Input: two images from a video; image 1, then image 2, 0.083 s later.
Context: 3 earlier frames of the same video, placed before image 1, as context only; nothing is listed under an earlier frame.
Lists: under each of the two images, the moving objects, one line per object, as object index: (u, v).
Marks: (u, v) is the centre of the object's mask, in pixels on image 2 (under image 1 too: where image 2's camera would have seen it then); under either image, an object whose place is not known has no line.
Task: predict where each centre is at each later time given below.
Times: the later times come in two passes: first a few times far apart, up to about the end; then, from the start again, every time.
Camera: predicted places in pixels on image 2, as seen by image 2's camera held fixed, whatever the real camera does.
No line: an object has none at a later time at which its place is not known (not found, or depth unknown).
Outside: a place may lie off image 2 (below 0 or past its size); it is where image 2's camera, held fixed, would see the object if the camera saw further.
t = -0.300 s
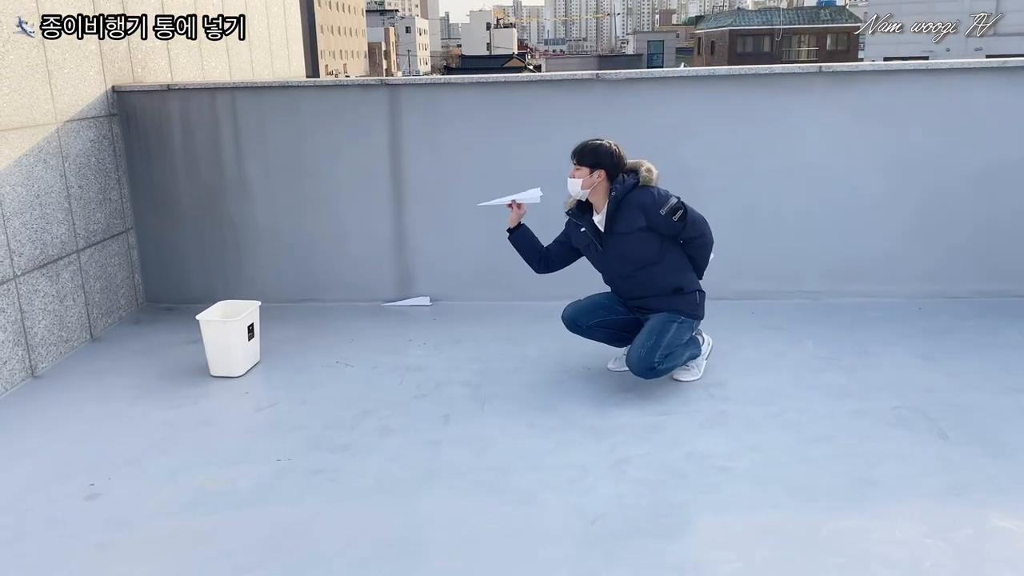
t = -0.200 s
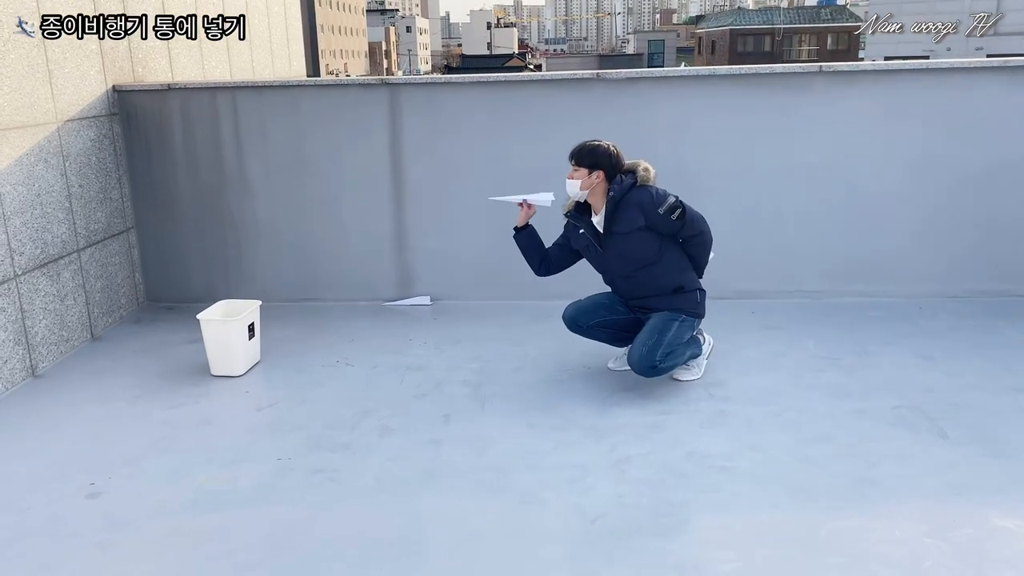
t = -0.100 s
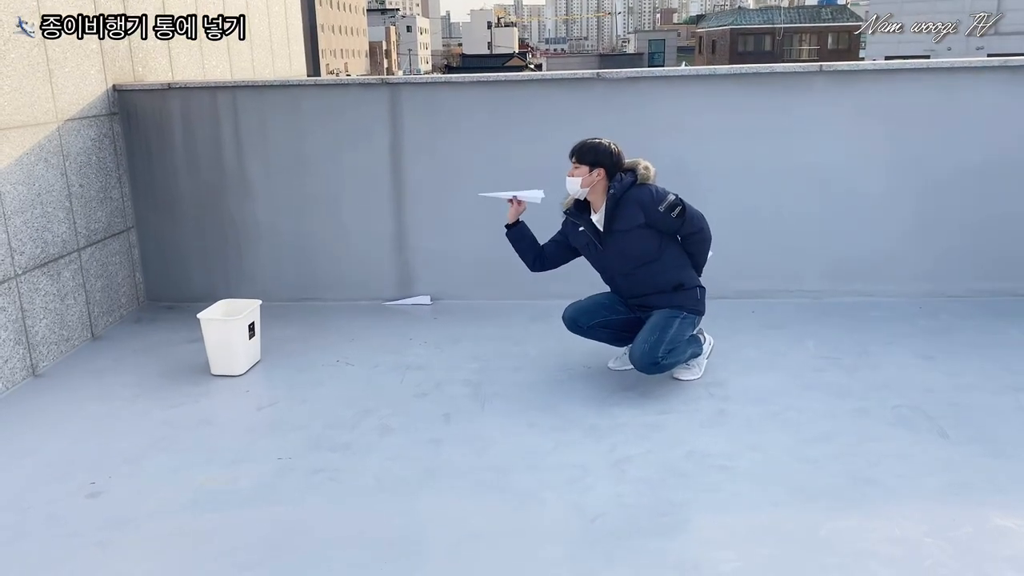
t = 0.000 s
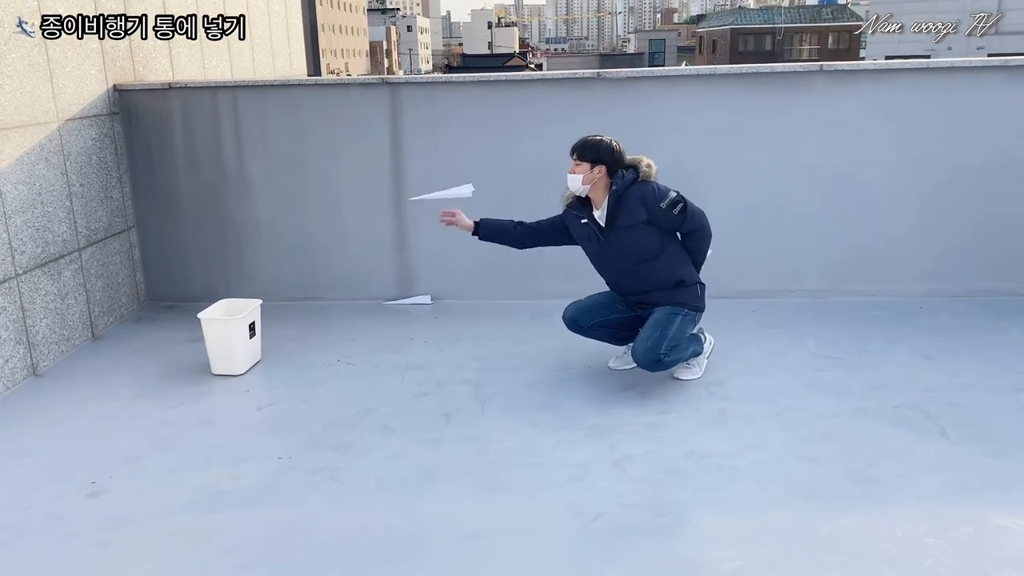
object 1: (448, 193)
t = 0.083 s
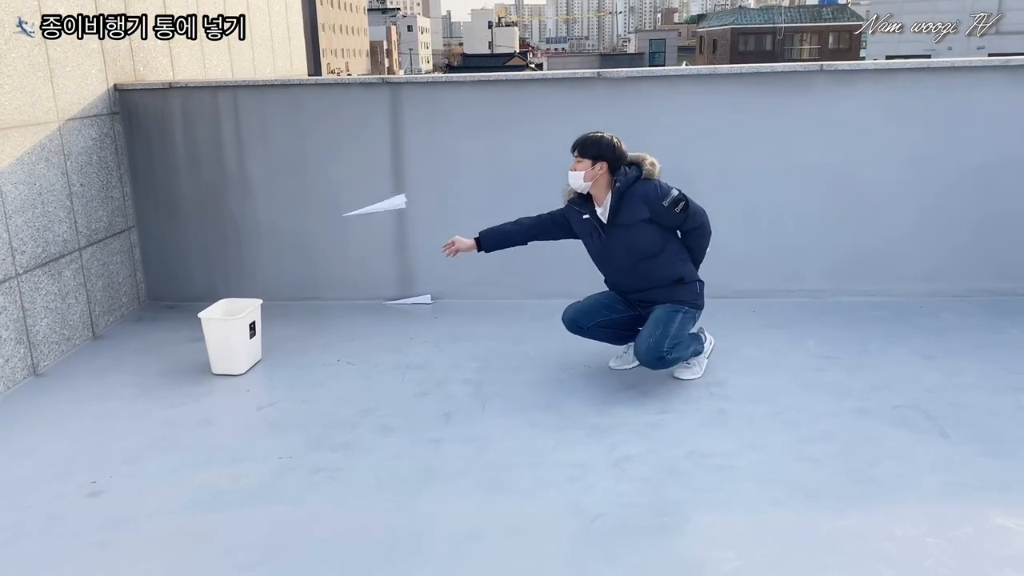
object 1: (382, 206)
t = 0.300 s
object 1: (207, 259)
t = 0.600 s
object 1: (107, 350)
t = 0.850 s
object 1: (107, 347)
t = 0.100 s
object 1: (368, 210)
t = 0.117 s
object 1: (355, 213)
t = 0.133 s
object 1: (341, 217)
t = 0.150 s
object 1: (327, 221)
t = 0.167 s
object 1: (313, 224)
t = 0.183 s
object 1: (300, 227)
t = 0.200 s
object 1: (286, 231)
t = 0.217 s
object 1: (273, 235)
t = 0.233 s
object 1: (259, 238)
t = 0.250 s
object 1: (246, 243)
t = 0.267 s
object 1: (232, 248)
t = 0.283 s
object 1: (220, 253)
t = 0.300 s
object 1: (207, 259)
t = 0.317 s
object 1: (194, 267)
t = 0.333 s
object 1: (182, 274)
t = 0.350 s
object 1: (170, 282)
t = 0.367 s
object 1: (158, 290)
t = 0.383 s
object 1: (146, 299)
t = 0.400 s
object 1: (134, 309)
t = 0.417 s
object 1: (123, 318)
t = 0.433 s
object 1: (112, 328)
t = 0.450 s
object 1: (103, 337)
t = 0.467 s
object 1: (96, 344)
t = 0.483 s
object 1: (98, 346)
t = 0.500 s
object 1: (102, 348)
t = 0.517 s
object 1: (104, 349)
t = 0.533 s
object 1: (104, 350)
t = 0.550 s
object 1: (106, 349)
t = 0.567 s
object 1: (107, 349)
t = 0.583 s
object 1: (107, 350)
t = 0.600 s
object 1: (107, 350)
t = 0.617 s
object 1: (107, 350)
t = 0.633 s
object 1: (106, 349)
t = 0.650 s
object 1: (106, 349)
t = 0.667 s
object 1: (106, 349)
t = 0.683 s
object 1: (106, 349)
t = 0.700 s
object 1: (107, 348)
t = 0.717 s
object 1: (107, 348)
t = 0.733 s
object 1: (107, 348)
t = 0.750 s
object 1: (107, 348)
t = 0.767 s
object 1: (107, 348)
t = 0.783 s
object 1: (107, 348)
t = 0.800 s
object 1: (107, 347)
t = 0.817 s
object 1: (107, 347)
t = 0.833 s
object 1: (107, 347)
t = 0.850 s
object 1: (107, 347)
